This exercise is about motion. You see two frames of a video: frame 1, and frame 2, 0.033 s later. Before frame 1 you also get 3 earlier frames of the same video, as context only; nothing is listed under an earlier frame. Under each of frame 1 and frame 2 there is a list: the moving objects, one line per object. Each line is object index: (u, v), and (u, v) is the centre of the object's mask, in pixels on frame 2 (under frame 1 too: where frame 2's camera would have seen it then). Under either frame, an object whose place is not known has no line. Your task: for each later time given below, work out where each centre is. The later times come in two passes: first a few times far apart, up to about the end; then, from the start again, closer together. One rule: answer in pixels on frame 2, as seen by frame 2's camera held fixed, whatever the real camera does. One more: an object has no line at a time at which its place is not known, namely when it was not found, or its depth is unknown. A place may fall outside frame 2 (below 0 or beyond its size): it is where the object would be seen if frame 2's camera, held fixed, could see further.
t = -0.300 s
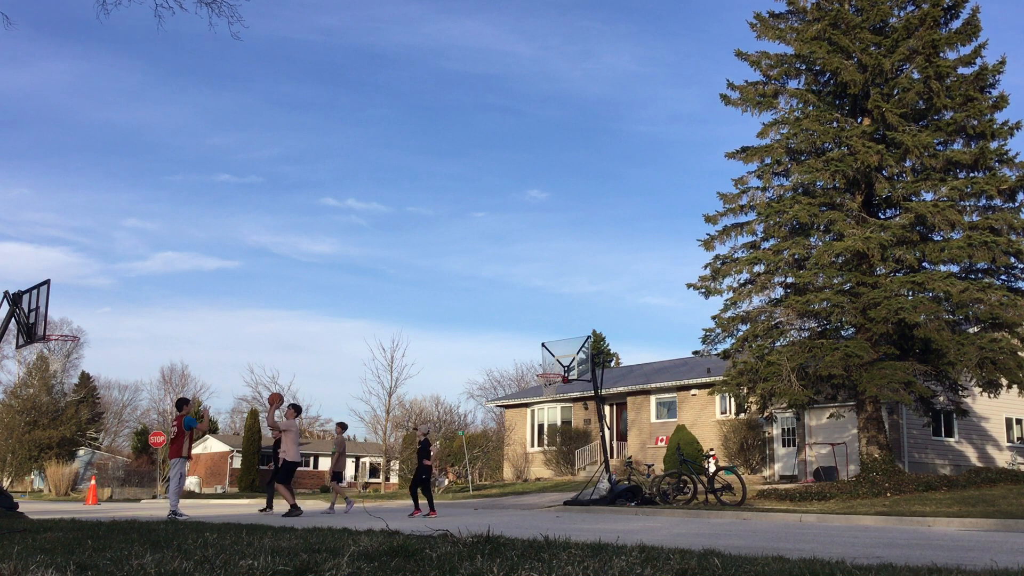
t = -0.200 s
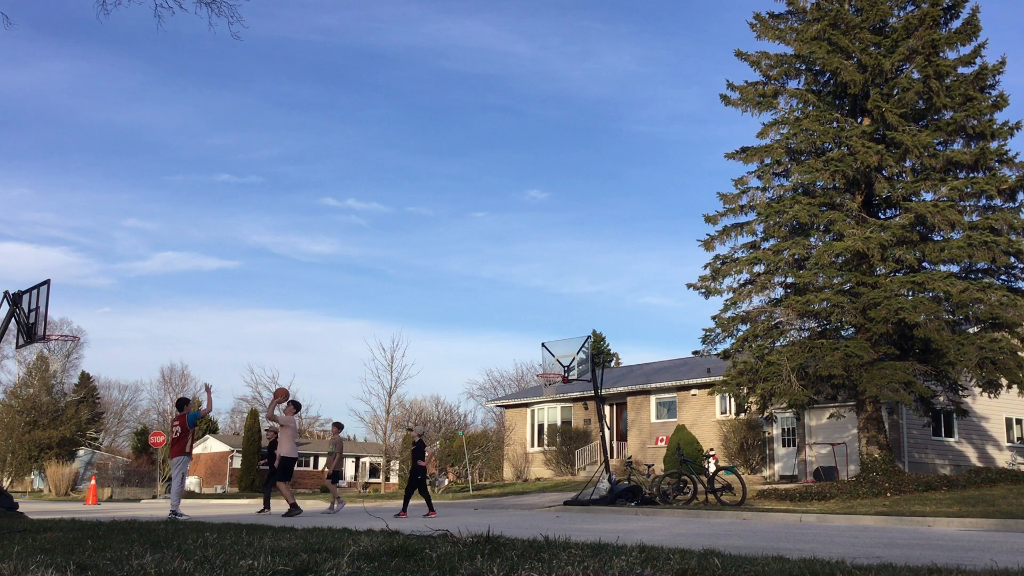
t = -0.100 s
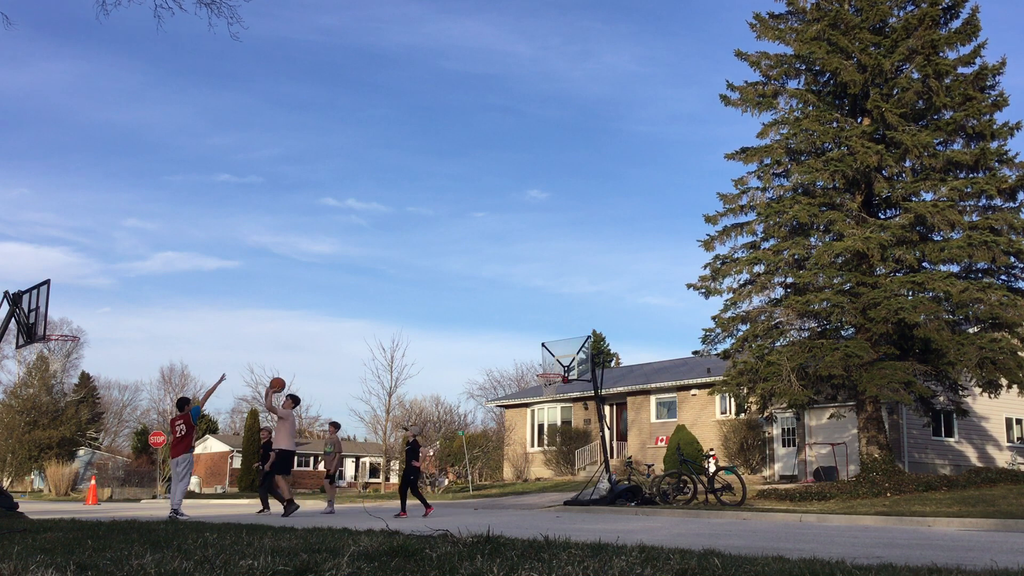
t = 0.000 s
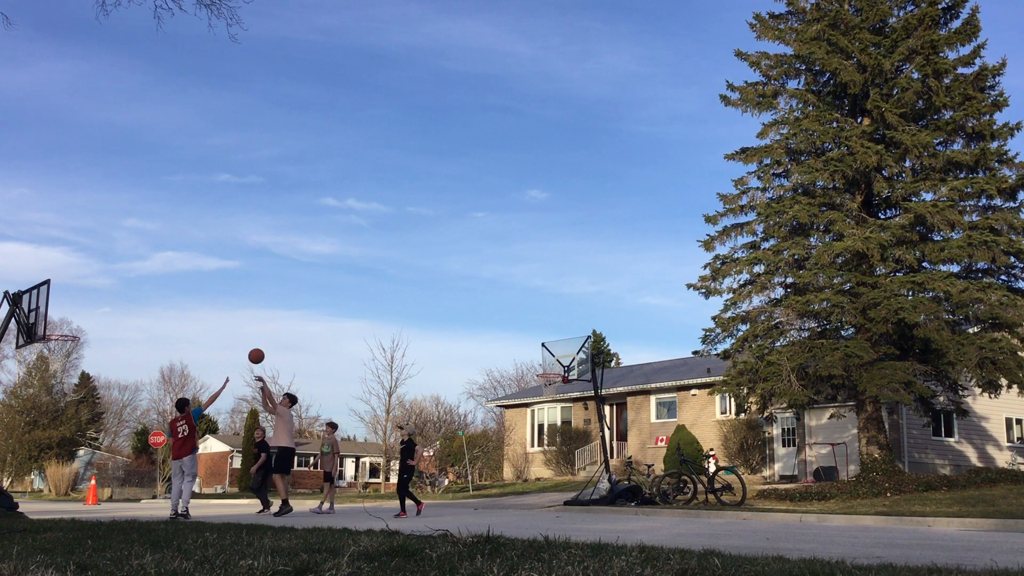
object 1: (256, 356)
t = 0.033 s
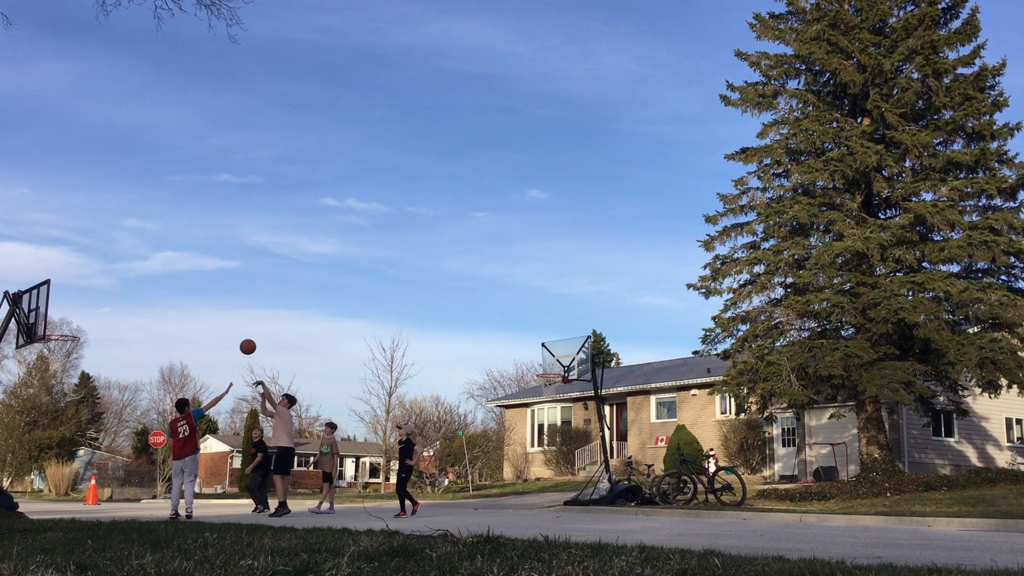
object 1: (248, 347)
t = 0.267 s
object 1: (185, 300)
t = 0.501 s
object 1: (116, 288)
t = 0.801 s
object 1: (56, 325)
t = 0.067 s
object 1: (239, 338)
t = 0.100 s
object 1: (231, 330)
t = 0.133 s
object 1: (222, 322)
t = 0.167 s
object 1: (213, 316)
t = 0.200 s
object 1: (204, 310)
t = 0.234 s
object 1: (195, 304)
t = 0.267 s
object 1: (185, 300)
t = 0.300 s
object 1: (176, 296)
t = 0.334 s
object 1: (166, 293)
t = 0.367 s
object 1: (157, 290)
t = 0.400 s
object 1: (147, 288)
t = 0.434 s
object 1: (137, 287)
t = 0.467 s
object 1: (126, 287)
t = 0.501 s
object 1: (116, 288)
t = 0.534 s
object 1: (105, 289)
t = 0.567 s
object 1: (95, 291)
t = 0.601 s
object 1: (84, 294)
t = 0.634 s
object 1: (73, 297)
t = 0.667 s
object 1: (62, 302)
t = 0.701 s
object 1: (51, 307)
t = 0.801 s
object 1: (56, 325)
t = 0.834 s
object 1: (63, 332)
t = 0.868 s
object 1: (68, 340)
